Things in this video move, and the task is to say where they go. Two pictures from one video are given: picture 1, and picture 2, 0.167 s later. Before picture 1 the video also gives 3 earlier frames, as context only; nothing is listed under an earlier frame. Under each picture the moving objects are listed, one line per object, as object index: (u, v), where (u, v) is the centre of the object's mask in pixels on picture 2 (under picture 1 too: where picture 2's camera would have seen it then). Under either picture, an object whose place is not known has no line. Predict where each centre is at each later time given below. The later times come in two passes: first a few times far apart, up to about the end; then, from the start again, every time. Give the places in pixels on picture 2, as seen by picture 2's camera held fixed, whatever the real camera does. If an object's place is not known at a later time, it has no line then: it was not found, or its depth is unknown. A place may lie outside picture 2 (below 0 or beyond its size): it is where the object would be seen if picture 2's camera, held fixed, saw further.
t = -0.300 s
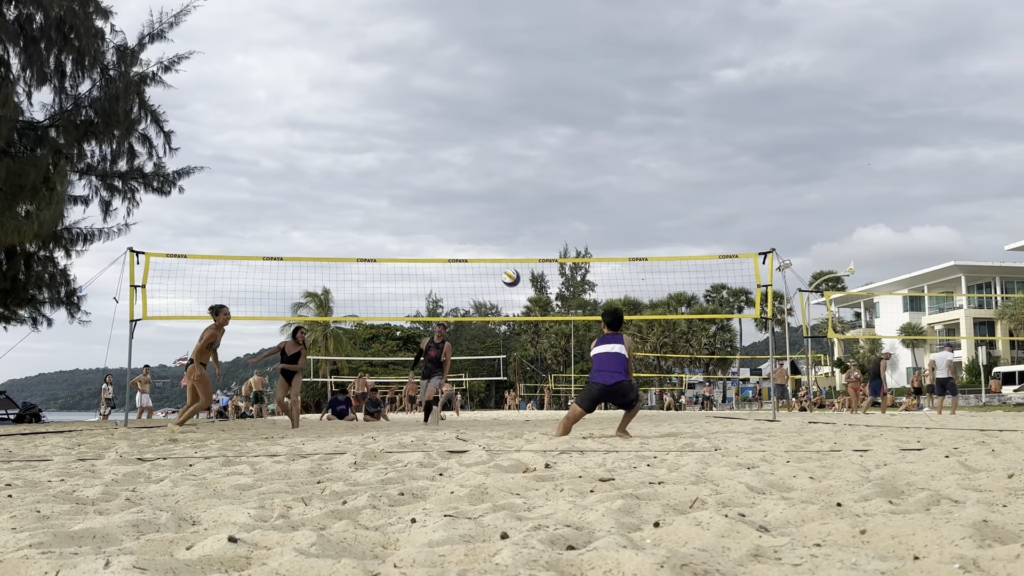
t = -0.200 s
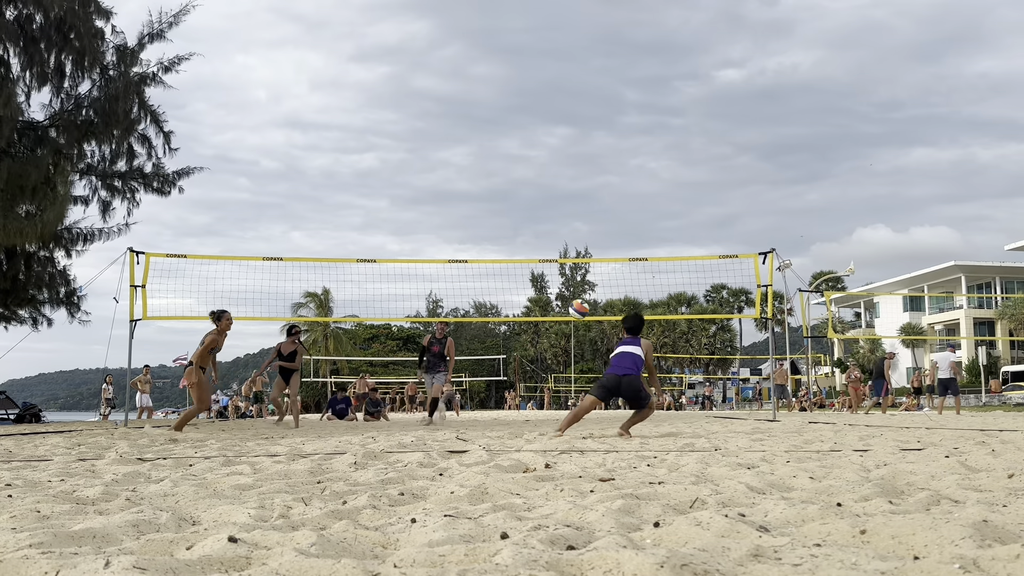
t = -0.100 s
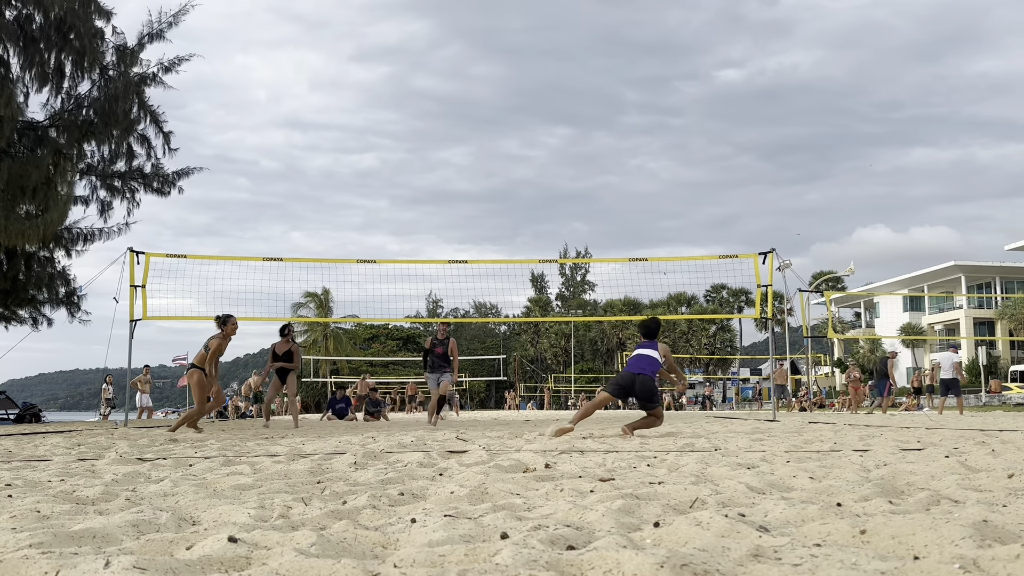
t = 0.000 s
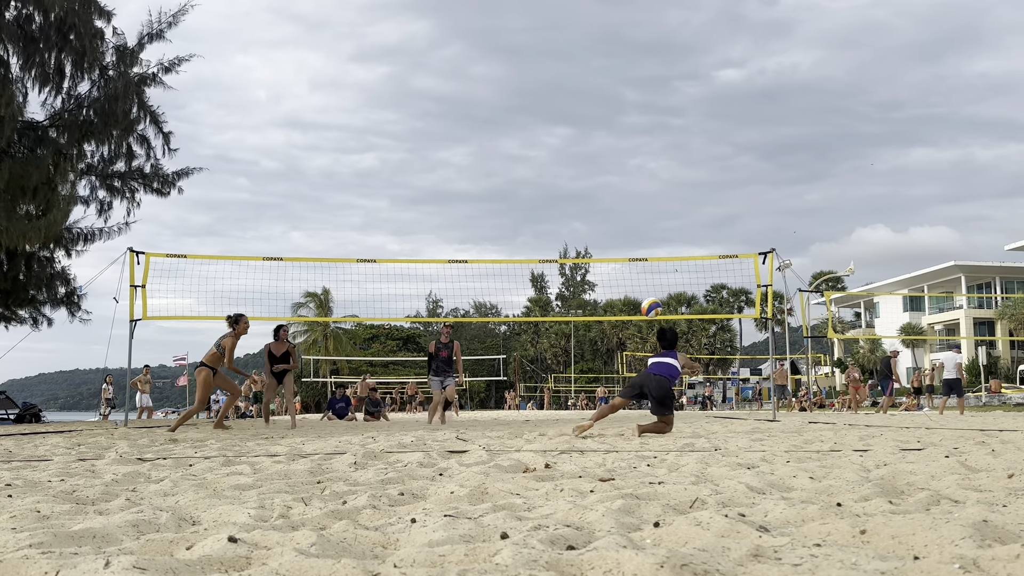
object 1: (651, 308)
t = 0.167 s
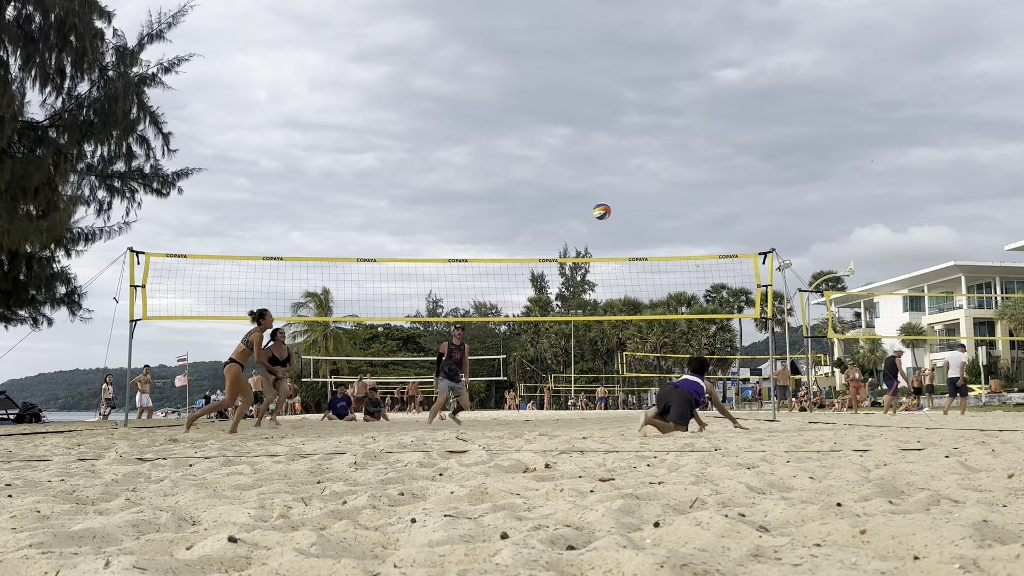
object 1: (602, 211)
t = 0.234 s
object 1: (585, 185)
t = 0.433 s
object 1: (545, 138)
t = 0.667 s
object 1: (509, 126)
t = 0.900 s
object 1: (481, 145)
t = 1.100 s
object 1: (459, 180)
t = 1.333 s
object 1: (436, 238)
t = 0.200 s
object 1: (593, 197)
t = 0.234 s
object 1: (585, 185)
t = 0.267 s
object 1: (578, 174)
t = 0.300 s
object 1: (571, 165)
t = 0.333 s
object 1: (564, 157)
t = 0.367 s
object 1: (558, 150)
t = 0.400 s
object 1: (551, 144)
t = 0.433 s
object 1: (545, 138)
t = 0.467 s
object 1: (539, 134)
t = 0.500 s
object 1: (534, 131)
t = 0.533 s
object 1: (529, 129)
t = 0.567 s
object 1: (523, 127)
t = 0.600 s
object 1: (518, 126)
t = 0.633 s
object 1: (514, 125)
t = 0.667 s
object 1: (509, 126)
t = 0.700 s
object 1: (505, 127)
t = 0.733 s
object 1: (501, 129)
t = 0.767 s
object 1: (497, 131)
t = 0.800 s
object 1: (493, 134)
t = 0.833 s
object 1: (489, 137)
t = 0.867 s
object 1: (484, 140)
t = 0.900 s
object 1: (481, 145)
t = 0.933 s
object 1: (477, 149)
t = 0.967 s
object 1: (473, 155)
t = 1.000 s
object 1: (469, 161)
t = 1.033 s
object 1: (466, 167)
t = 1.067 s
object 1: (462, 173)
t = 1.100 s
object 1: (459, 180)
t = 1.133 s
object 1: (456, 188)
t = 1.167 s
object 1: (452, 195)
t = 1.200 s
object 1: (449, 204)
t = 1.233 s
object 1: (446, 211)
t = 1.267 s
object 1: (443, 220)
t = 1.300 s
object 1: (440, 229)
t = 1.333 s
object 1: (436, 238)
